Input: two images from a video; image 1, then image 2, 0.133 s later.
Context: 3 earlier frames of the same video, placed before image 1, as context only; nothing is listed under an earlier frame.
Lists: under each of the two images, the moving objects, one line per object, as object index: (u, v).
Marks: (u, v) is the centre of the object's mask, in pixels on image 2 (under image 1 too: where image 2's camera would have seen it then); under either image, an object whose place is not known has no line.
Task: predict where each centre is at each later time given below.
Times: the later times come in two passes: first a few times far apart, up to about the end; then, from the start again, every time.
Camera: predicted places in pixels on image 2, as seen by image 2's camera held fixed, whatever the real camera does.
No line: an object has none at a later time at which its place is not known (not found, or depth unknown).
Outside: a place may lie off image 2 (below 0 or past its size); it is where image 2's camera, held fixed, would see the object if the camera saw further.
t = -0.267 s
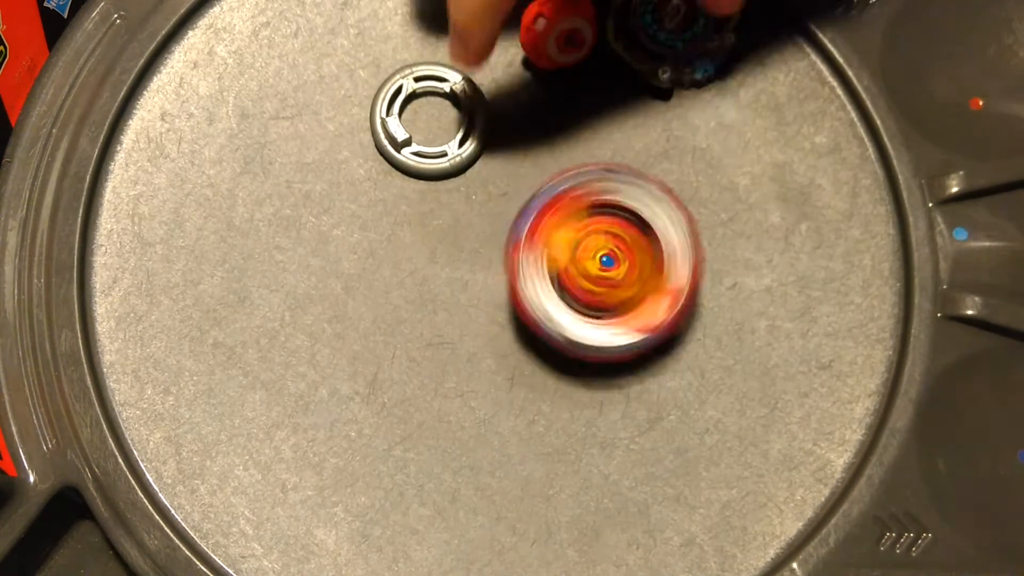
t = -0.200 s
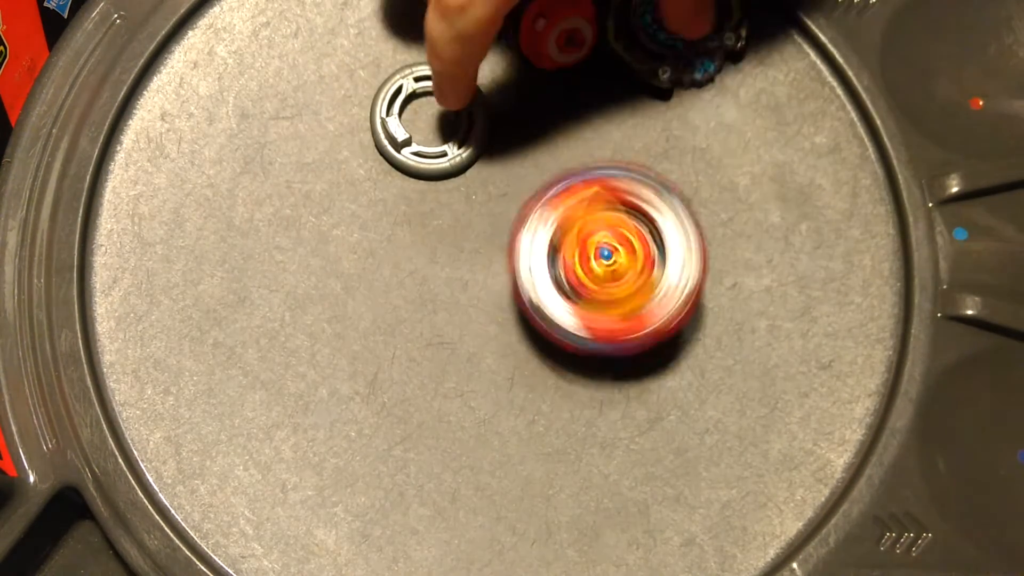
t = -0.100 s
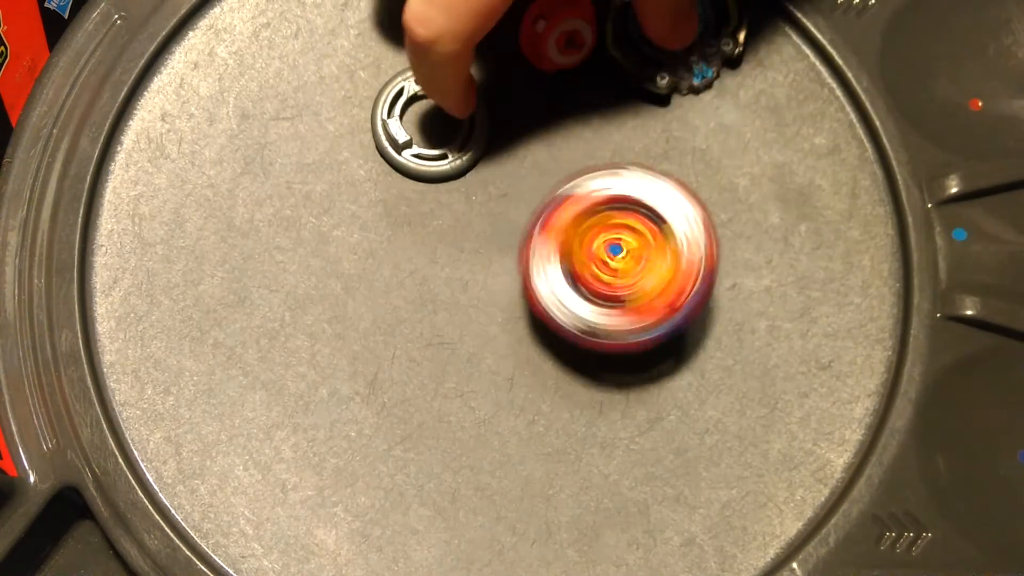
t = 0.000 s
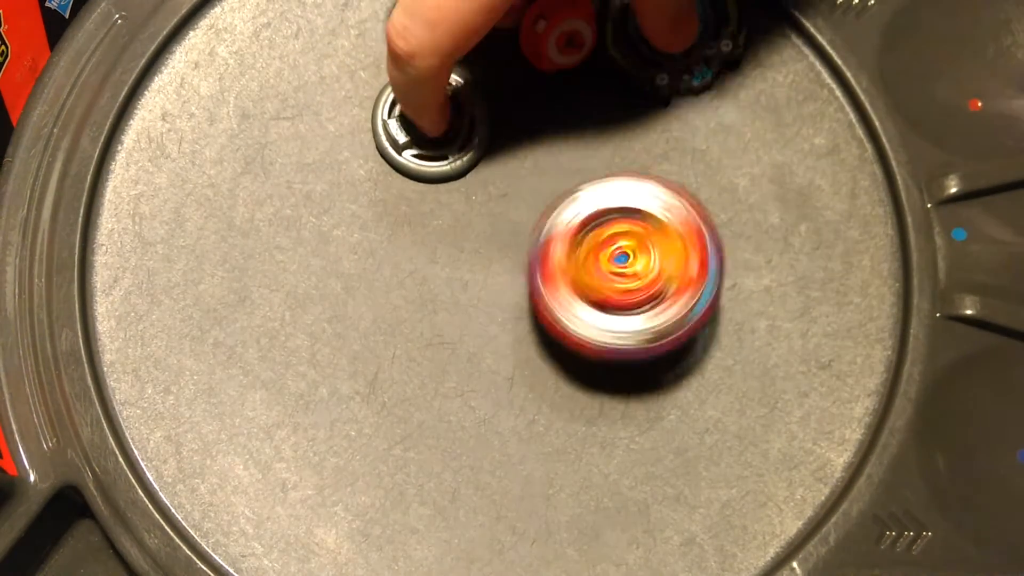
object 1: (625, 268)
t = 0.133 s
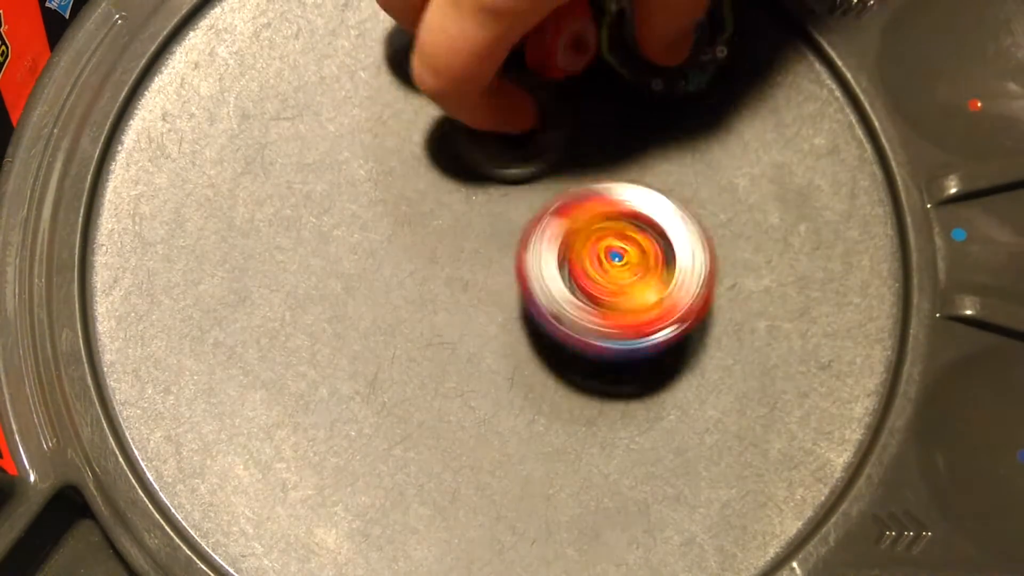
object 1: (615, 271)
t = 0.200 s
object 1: (608, 266)
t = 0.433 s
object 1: (605, 242)
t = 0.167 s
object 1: (611, 269)
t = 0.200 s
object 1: (608, 266)
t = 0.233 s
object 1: (604, 262)
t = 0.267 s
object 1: (604, 258)
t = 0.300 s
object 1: (604, 255)
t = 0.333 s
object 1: (603, 252)
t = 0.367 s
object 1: (604, 249)
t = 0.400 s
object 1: (605, 246)
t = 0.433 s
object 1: (605, 242)
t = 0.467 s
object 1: (606, 237)
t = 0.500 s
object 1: (608, 232)
